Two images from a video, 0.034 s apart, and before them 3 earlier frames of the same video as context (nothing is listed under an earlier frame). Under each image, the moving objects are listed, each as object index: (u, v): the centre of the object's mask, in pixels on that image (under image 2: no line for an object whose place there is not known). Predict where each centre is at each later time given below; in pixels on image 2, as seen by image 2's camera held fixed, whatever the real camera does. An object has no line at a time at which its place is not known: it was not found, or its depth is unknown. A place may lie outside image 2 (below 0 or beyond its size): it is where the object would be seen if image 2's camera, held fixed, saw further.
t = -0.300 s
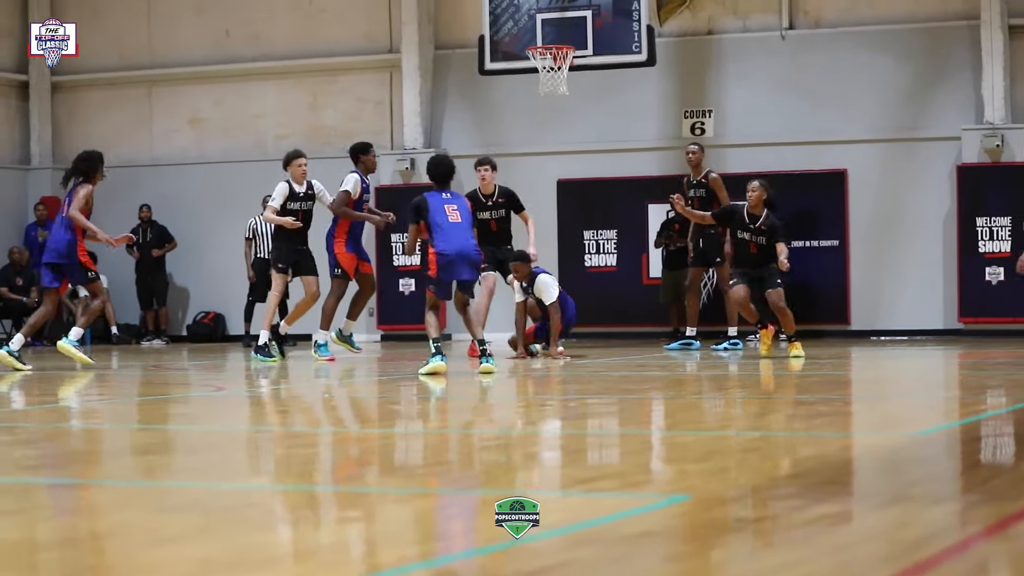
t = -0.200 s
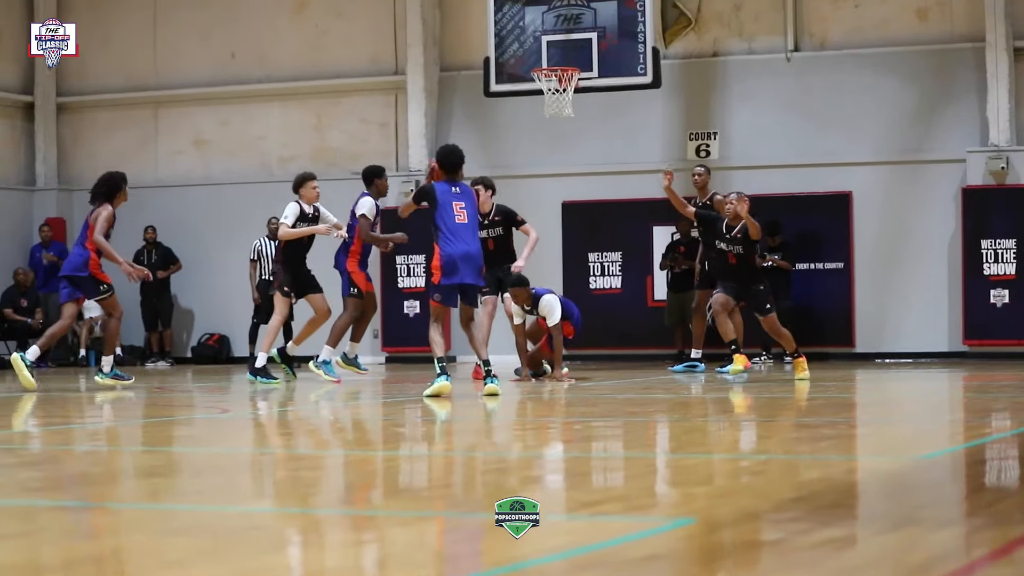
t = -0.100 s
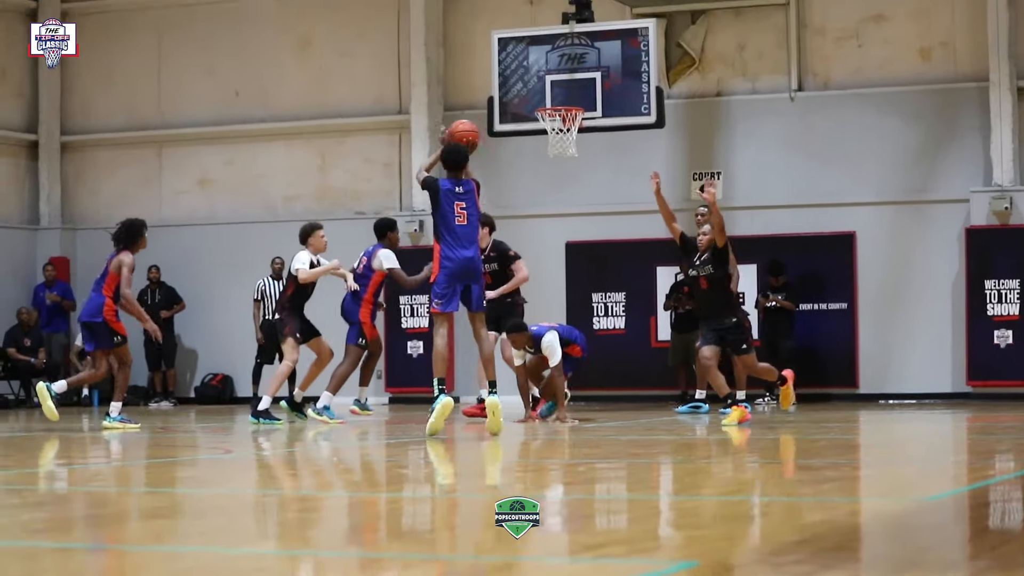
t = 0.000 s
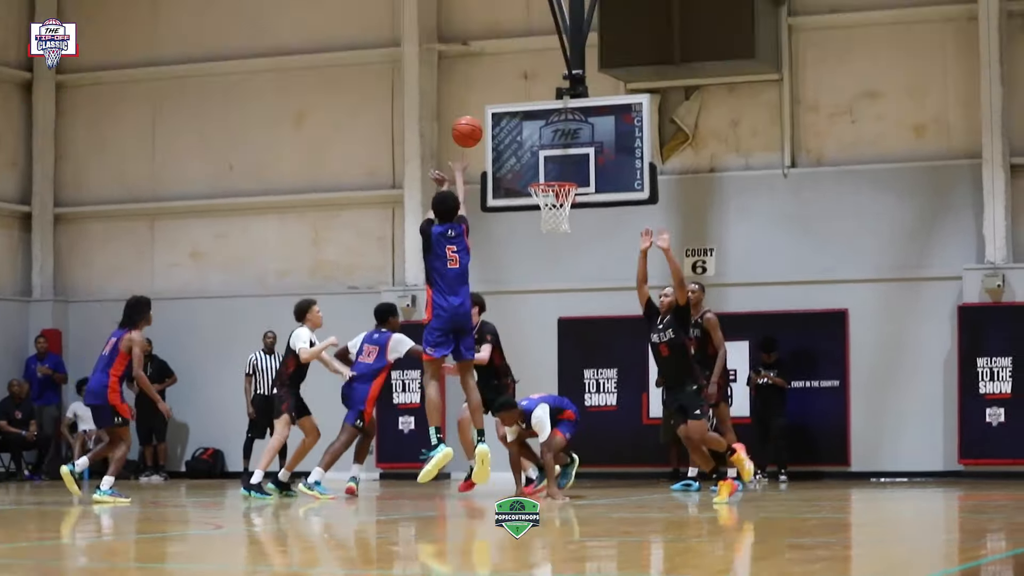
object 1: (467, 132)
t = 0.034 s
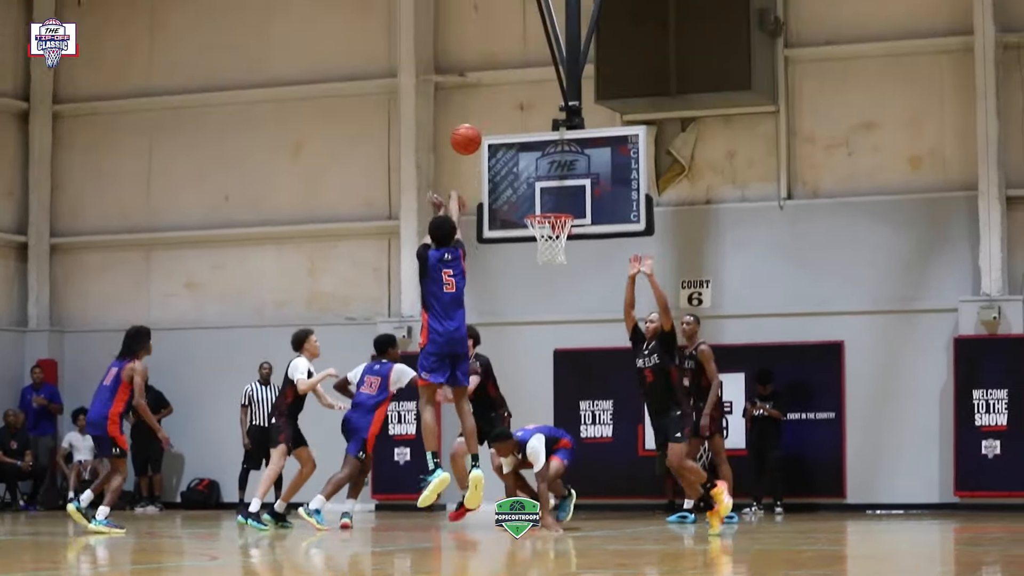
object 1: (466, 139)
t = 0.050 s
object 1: (467, 129)
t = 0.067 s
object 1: (467, 118)
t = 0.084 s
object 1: (468, 108)
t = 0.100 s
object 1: (469, 99)
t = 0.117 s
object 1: (469, 89)
